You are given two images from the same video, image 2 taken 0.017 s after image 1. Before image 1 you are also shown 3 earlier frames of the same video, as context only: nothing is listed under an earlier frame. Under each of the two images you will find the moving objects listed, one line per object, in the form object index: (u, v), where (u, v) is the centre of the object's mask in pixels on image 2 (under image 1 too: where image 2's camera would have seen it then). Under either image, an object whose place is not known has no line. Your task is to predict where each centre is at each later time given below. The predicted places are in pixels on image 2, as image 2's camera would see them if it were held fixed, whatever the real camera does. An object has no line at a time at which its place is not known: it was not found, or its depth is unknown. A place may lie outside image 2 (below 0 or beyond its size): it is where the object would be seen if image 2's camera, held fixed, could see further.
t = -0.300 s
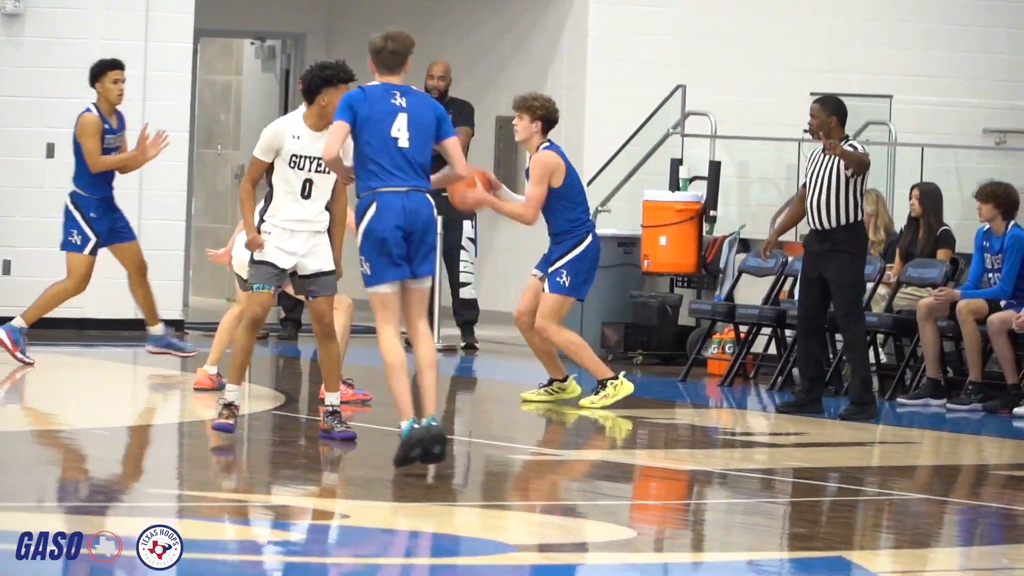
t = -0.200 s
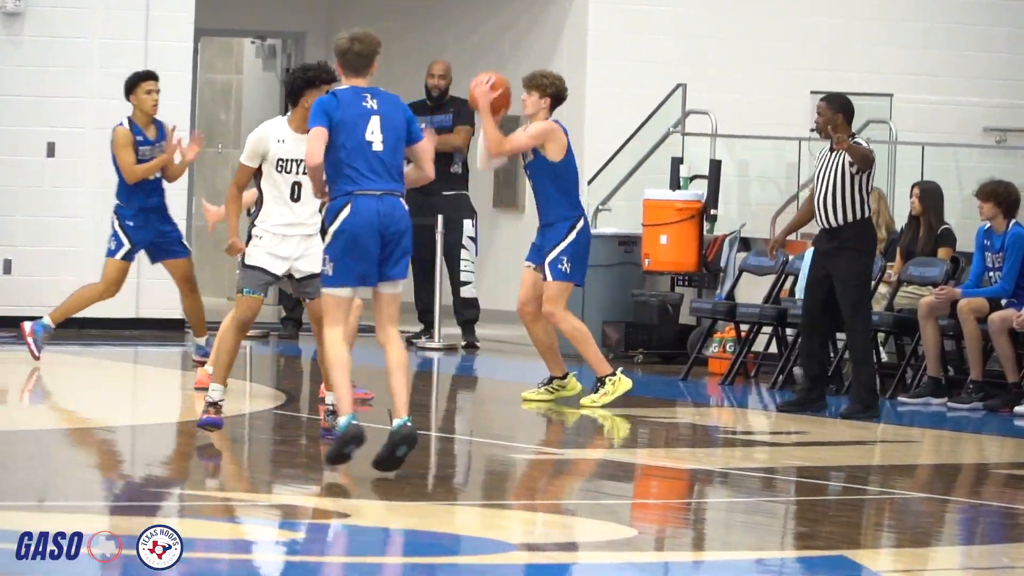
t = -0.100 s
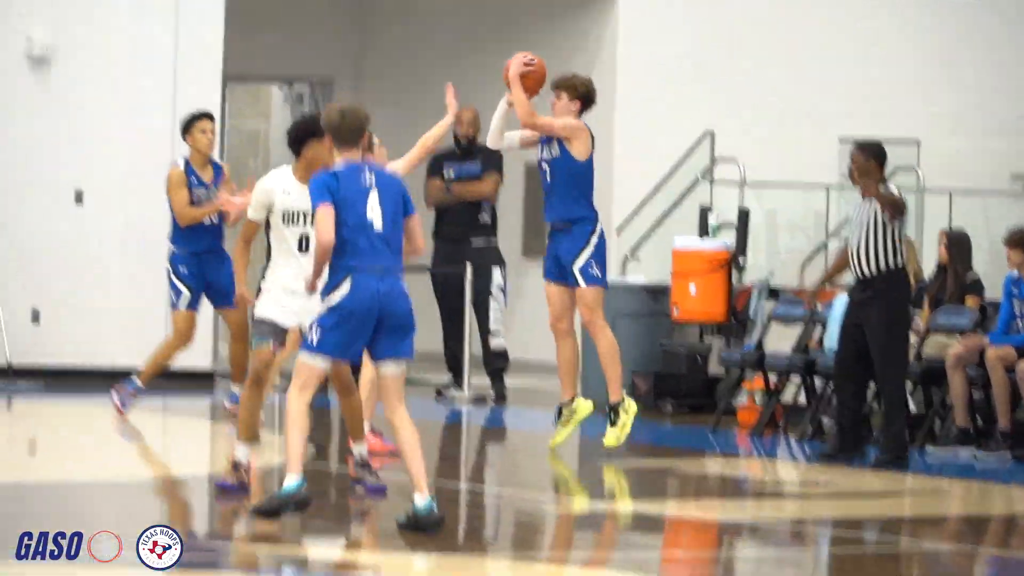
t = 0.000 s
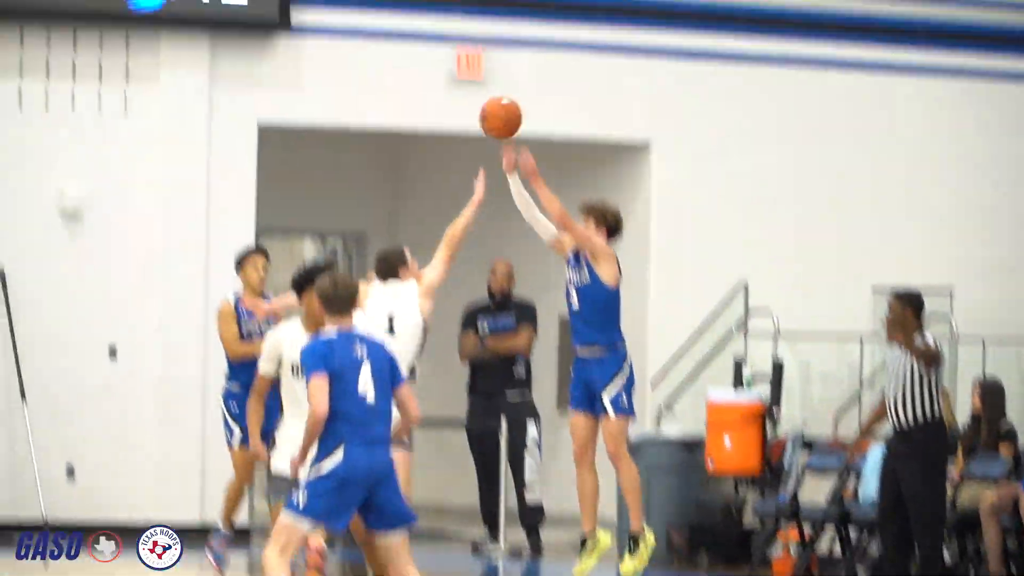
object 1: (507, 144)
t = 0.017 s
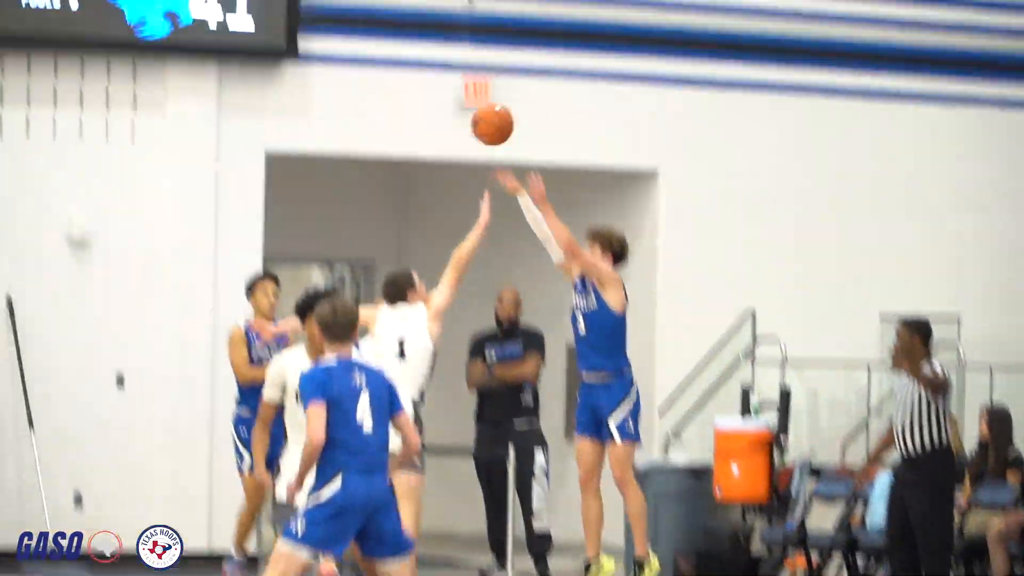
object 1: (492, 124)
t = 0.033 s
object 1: (477, 104)
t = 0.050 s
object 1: (464, 86)
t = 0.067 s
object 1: (452, 68)
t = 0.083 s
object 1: (439, 50)
